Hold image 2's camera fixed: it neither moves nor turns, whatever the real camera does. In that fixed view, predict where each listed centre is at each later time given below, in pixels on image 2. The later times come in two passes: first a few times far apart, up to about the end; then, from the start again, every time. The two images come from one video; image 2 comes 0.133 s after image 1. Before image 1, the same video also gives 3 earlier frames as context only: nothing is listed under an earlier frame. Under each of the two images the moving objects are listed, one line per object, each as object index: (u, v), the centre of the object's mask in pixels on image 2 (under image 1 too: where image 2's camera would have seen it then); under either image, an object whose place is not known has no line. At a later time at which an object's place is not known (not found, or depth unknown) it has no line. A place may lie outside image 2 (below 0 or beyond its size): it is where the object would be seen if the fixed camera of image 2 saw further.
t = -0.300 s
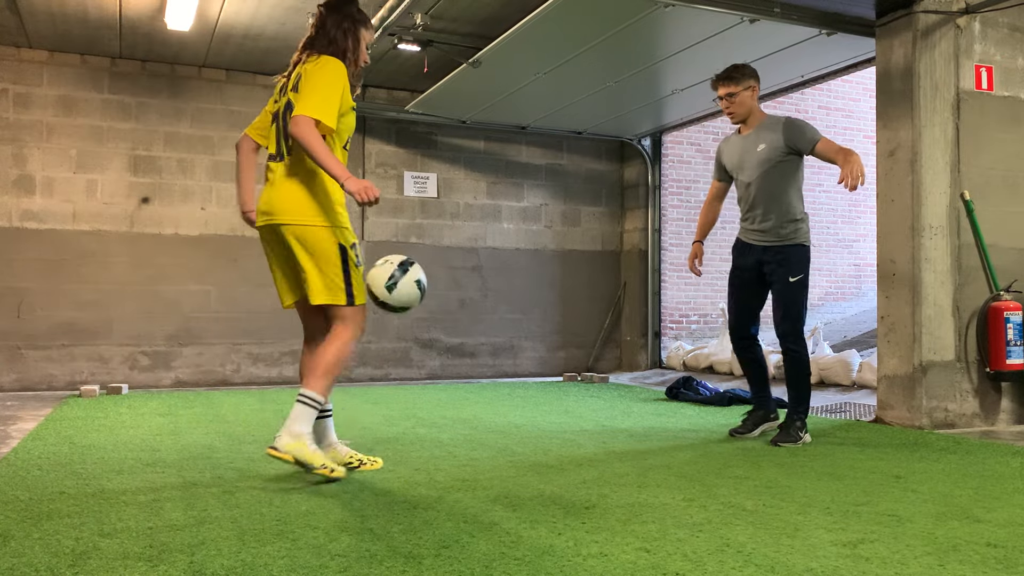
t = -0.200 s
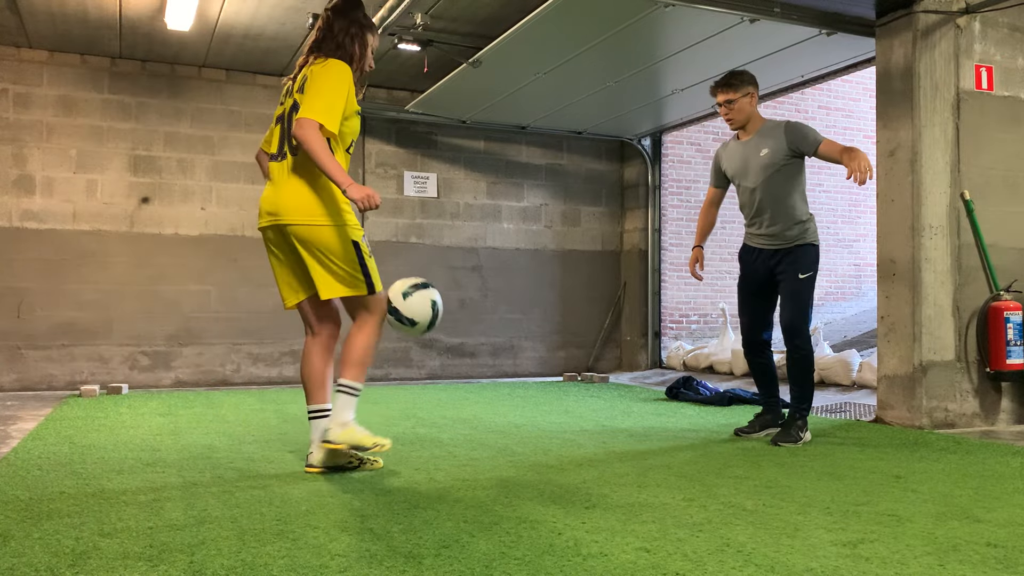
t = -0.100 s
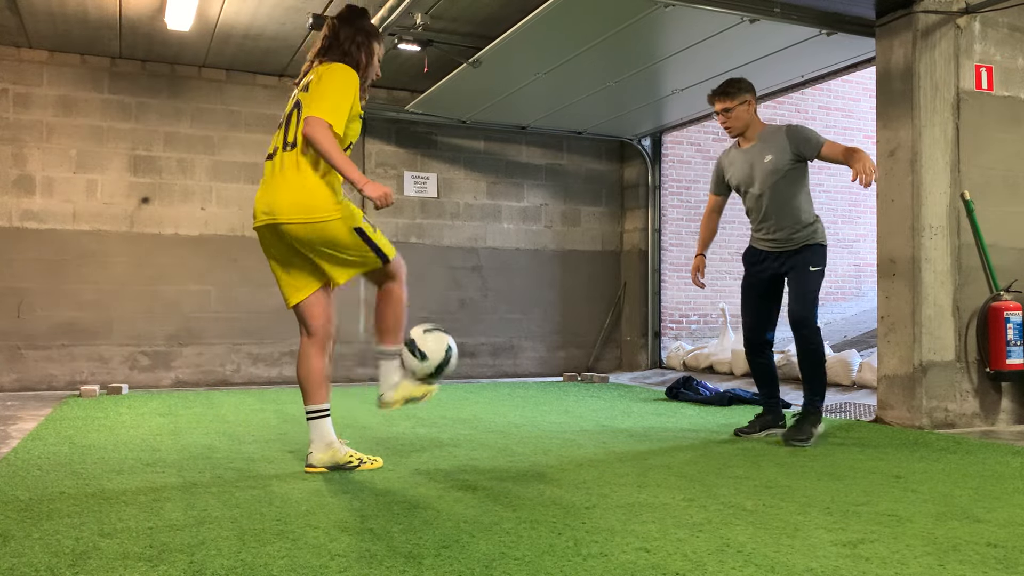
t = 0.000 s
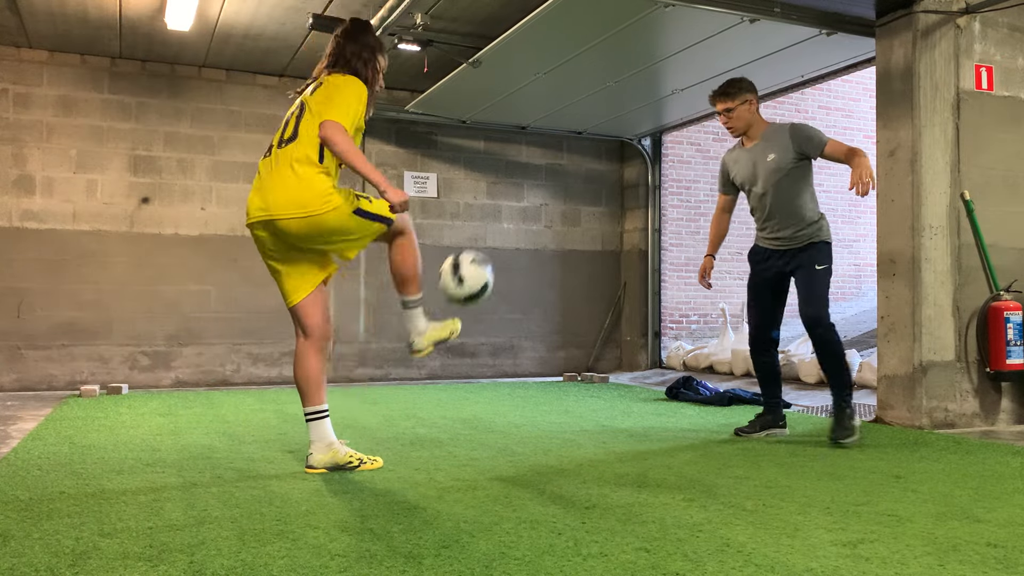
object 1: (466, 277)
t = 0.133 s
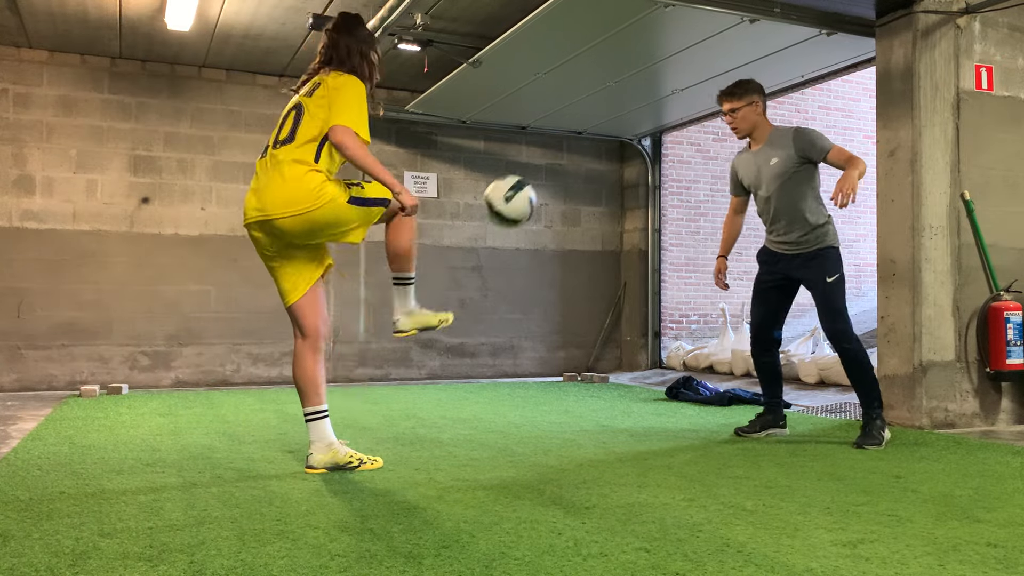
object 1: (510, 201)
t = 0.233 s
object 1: (539, 174)
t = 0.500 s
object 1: (609, 208)
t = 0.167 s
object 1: (520, 189)
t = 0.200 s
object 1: (529, 181)
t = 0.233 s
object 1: (539, 174)
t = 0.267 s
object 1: (548, 170)
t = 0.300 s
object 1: (557, 169)
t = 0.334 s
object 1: (566, 170)
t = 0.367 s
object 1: (575, 172)
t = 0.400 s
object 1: (584, 178)
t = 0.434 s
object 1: (592, 186)
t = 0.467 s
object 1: (601, 195)
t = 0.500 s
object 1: (609, 208)
